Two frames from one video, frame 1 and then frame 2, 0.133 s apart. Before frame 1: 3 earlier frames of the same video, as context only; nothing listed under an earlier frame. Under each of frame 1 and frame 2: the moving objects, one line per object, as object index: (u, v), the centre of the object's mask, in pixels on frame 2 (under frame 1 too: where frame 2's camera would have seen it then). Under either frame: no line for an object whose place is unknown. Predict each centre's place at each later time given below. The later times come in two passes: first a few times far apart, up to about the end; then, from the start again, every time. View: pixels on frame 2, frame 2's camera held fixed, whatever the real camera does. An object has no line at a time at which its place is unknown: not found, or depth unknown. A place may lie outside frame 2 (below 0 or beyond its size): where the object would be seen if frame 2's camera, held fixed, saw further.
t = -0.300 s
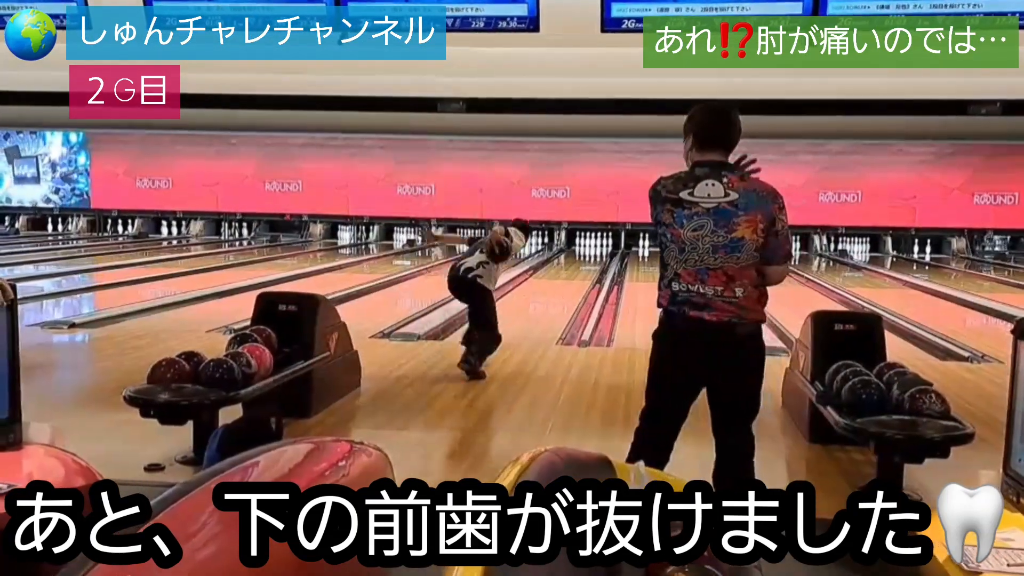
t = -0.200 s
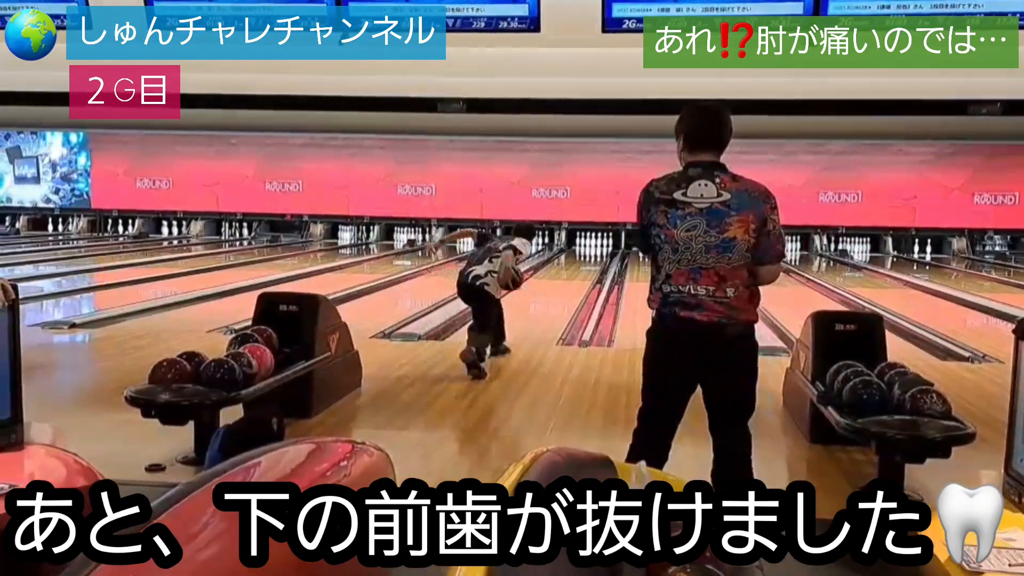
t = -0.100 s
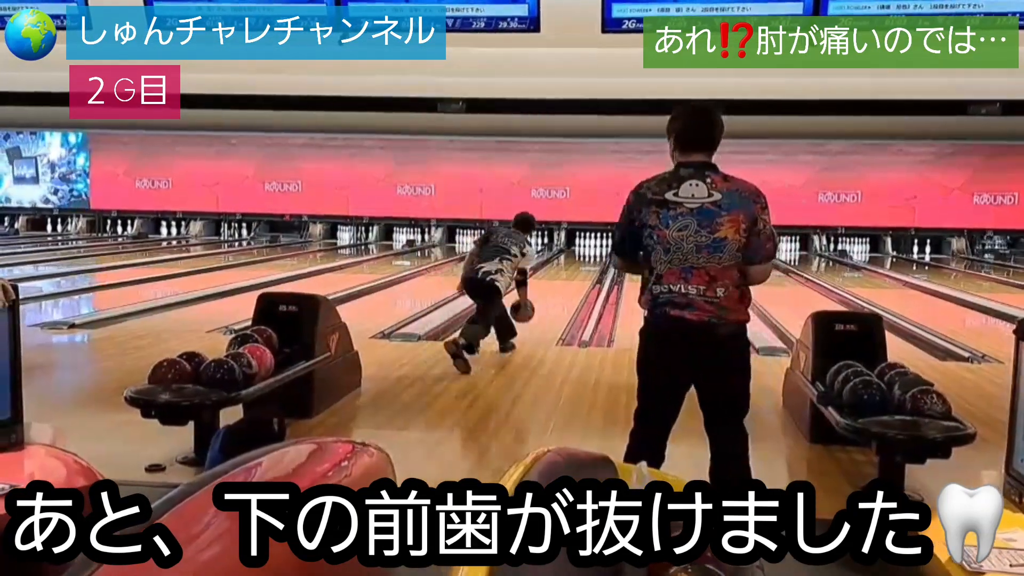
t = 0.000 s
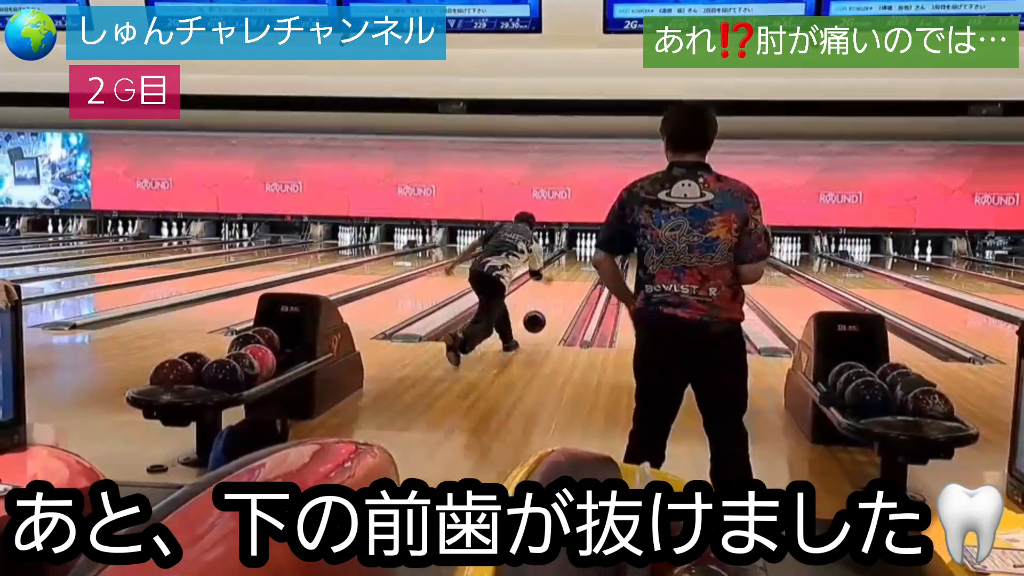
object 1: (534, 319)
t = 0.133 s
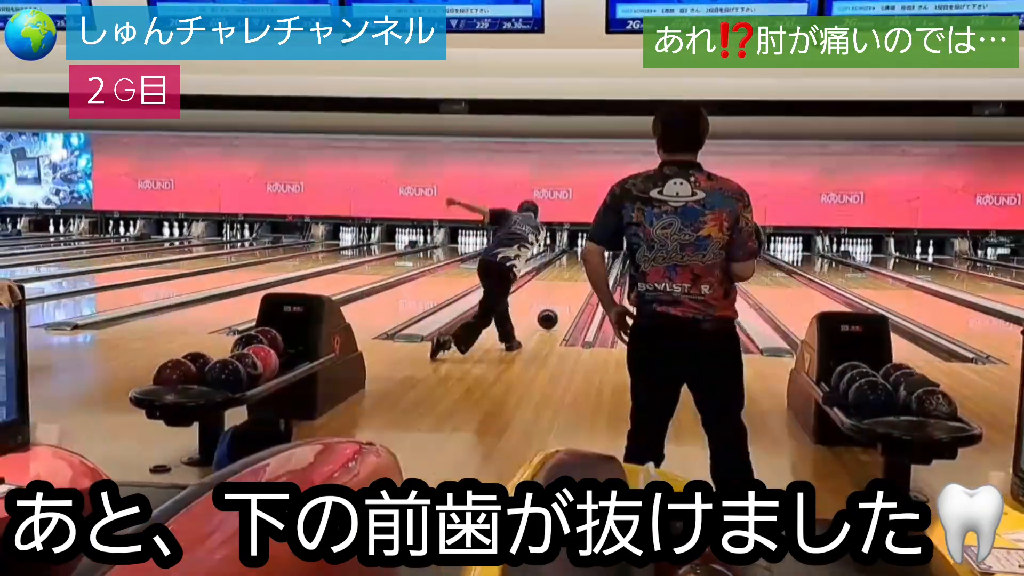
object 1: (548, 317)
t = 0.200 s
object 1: (552, 312)
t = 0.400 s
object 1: (566, 300)
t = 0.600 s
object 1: (576, 287)
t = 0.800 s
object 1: (582, 277)
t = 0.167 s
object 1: (550, 315)
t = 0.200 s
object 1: (552, 312)
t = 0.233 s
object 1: (555, 310)
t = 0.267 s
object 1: (557, 308)
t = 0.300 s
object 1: (559, 306)
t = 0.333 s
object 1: (561, 304)
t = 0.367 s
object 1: (564, 302)
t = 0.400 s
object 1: (566, 300)
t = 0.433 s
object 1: (568, 297)
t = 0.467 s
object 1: (570, 295)
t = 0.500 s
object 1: (572, 294)
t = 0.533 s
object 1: (573, 291)
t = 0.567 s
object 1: (575, 289)
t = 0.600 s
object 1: (576, 287)
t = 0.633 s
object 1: (576, 286)
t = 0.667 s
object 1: (577, 283)
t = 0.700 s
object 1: (578, 282)
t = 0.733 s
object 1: (579, 280)
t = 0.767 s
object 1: (580, 279)
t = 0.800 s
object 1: (582, 277)
